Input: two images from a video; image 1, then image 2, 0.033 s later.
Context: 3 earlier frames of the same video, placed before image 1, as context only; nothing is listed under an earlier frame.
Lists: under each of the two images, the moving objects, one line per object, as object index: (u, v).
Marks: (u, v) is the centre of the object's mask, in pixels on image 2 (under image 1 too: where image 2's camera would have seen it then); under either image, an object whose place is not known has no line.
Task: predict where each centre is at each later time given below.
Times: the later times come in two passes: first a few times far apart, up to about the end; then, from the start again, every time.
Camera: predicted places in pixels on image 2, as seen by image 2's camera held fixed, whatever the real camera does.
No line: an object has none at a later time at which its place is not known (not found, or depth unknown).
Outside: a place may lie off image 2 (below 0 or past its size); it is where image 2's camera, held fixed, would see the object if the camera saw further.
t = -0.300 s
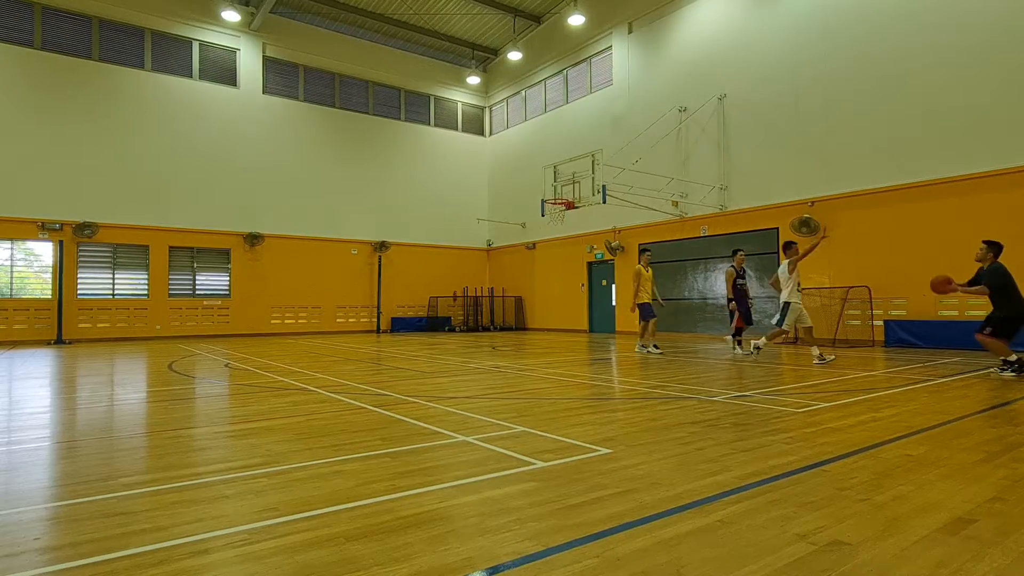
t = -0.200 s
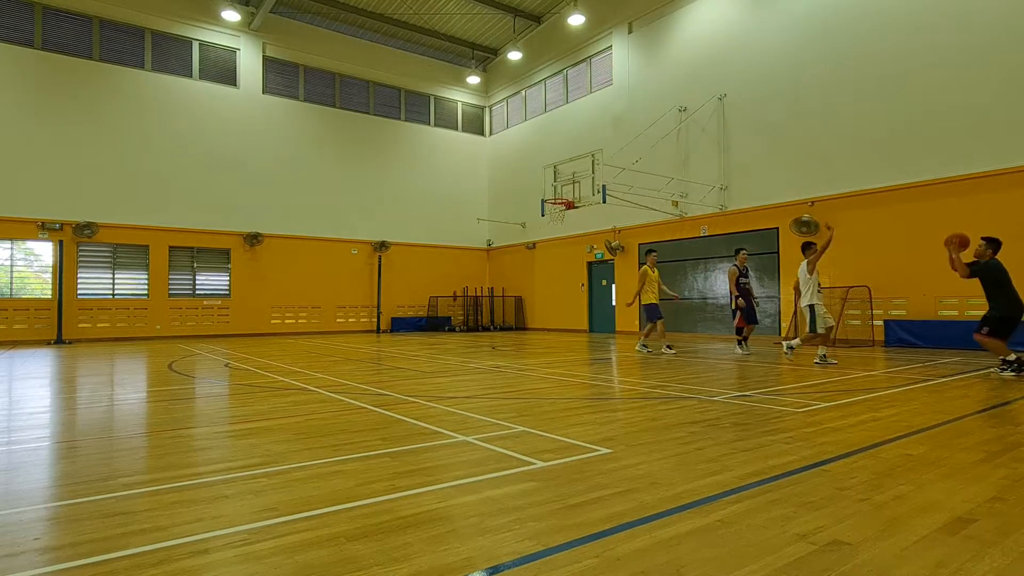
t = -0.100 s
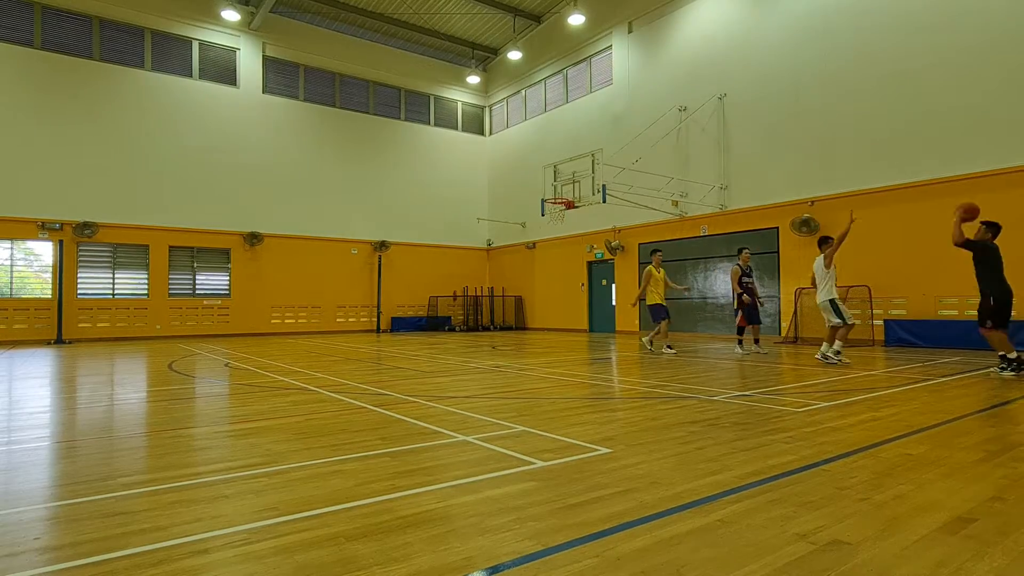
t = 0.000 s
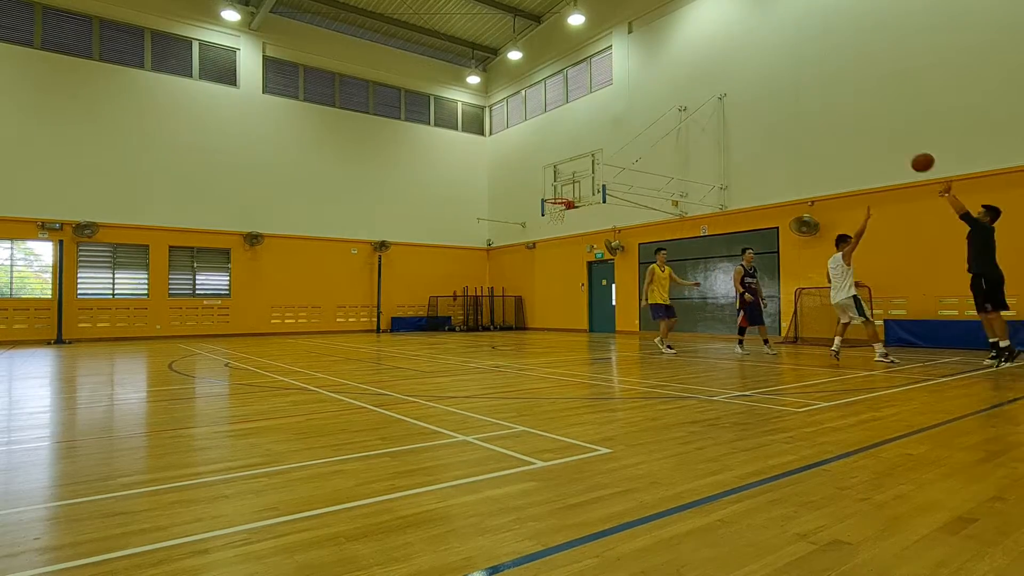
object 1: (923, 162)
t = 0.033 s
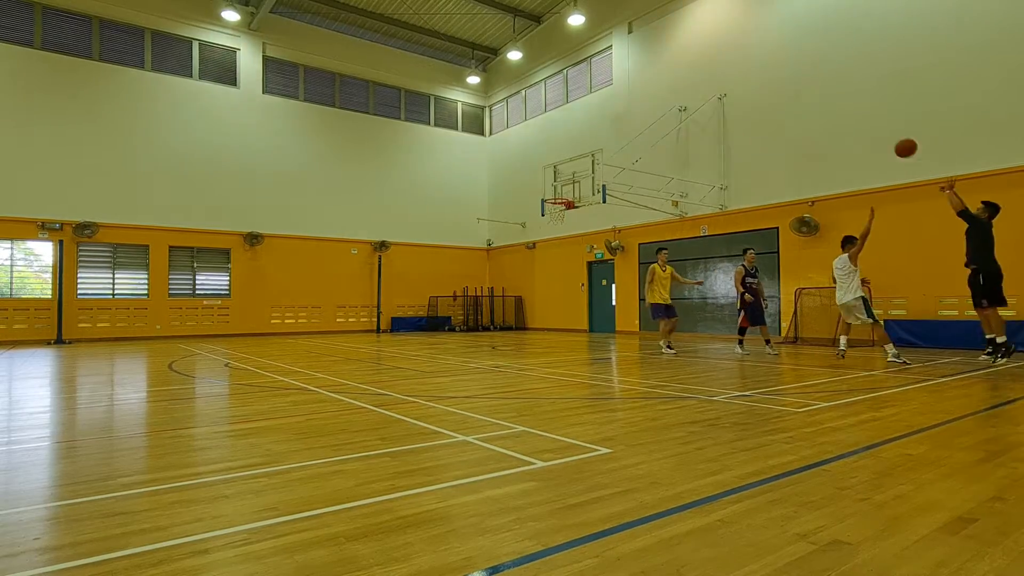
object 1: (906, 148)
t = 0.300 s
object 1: (791, 76)
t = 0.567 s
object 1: (705, 64)
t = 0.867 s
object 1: (629, 98)
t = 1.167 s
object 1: (569, 167)
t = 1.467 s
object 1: (532, 190)
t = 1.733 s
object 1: (509, 207)
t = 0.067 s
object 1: (890, 135)
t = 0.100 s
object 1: (874, 123)
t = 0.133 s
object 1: (859, 113)
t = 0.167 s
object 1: (844, 103)
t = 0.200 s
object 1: (830, 95)
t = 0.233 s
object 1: (817, 88)
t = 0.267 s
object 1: (804, 82)
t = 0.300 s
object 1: (791, 76)
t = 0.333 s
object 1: (779, 72)
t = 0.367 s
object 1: (768, 69)
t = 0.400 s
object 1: (757, 66)
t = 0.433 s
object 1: (746, 64)
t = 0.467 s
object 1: (735, 63)
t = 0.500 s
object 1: (725, 63)
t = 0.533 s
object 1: (715, 63)
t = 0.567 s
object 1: (705, 64)
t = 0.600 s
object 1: (696, 65)
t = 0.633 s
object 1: (687, 68)
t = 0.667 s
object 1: (677, 70)
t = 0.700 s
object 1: (669, 74)
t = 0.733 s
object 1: (661, 77)
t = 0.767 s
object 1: (652, 82)
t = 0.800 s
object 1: (644, 86)
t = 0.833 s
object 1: (637, 92)
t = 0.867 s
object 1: (629, 98)
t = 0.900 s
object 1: (622, 104)
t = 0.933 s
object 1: (615, 110)
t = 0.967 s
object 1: (608, 117)
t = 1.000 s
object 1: (601, 125)
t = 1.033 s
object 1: (595, 132)
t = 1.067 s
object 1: (588, 141)
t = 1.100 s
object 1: (582, 149)
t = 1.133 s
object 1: (575, 158)
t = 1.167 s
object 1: (569, 167)
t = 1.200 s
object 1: (564, 176)
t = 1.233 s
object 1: (558, 186)
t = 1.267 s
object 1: (552, 197)
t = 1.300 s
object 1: (549, 196)
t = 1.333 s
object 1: (546, 194)
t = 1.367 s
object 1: (542, 193)
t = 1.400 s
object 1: (539, 191)
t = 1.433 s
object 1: (536, 191)
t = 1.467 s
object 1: (532, 190)
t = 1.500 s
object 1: (529, 191)
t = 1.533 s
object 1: (526, 192)
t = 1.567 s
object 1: (523, 193)
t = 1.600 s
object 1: (520, 195)
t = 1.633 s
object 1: (517, 197)
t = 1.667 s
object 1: (514, 200)
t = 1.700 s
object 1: (511, 203)
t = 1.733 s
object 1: (509, 207)
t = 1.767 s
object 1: (506, 211)
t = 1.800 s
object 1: (503, 215)
